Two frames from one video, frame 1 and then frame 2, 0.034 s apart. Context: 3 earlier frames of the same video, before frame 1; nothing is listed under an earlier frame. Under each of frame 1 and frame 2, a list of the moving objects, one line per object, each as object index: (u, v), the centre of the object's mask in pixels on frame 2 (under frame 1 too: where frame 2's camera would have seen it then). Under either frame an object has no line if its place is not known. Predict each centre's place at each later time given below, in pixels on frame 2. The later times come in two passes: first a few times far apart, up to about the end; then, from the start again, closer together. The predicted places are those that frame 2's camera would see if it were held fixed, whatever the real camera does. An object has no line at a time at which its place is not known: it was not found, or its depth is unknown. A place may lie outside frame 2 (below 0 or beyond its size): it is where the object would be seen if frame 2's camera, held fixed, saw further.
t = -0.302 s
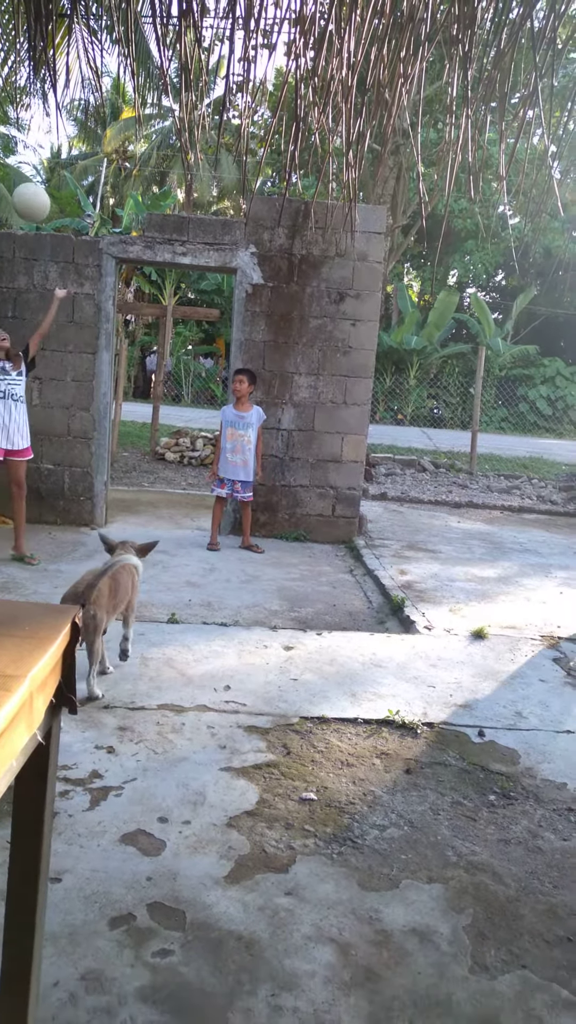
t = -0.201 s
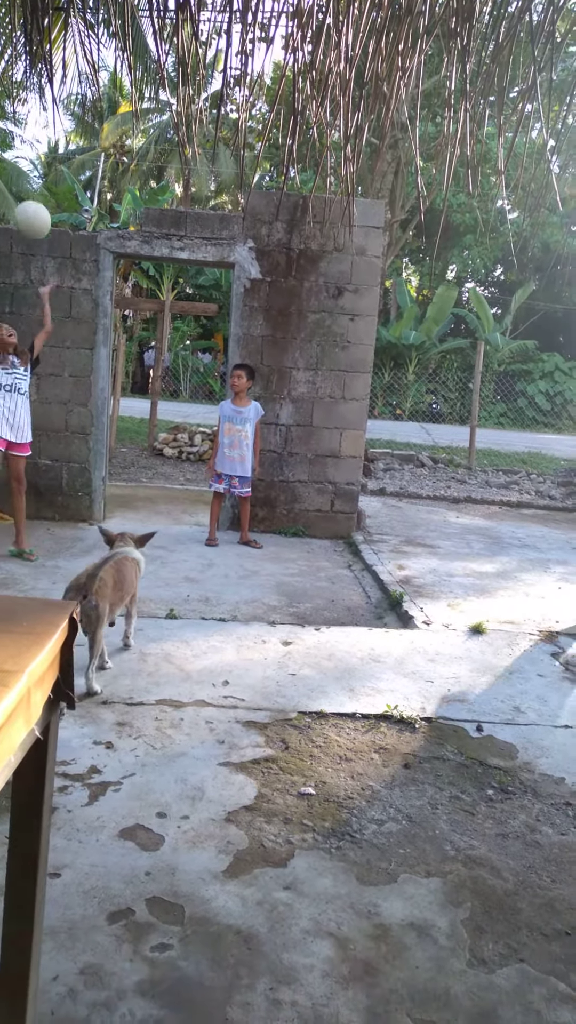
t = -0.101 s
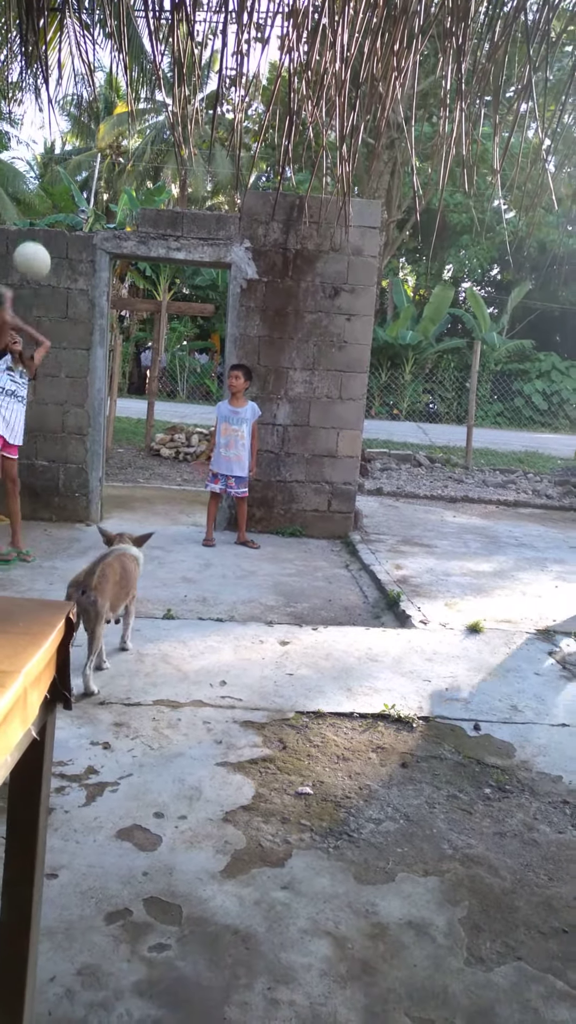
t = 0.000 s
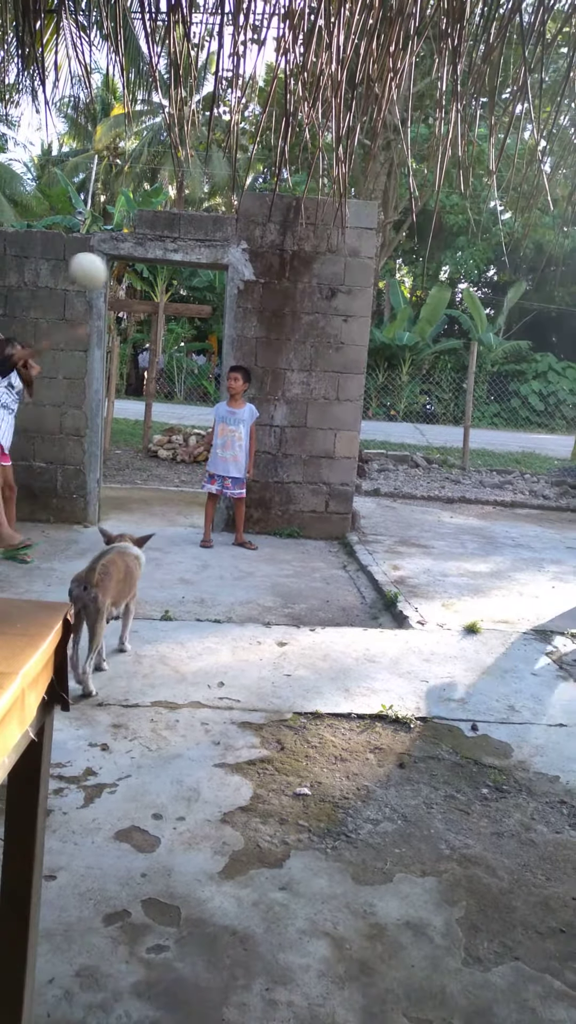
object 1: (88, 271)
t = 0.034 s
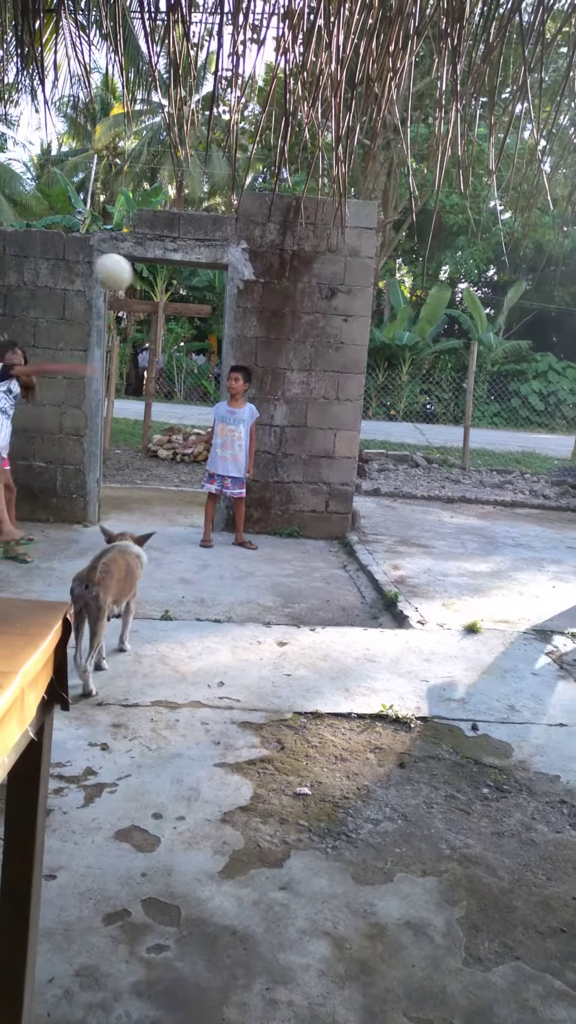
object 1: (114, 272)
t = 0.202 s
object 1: (245, 311)
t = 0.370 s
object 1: (375, 401)
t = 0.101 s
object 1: (165, 281)
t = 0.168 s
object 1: (218, 299)
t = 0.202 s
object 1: (245, 311)
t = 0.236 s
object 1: (271, 325)
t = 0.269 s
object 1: (296, 341)
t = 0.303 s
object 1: (323, 359)
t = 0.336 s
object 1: (349, 379)
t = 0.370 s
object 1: (375, 401)
